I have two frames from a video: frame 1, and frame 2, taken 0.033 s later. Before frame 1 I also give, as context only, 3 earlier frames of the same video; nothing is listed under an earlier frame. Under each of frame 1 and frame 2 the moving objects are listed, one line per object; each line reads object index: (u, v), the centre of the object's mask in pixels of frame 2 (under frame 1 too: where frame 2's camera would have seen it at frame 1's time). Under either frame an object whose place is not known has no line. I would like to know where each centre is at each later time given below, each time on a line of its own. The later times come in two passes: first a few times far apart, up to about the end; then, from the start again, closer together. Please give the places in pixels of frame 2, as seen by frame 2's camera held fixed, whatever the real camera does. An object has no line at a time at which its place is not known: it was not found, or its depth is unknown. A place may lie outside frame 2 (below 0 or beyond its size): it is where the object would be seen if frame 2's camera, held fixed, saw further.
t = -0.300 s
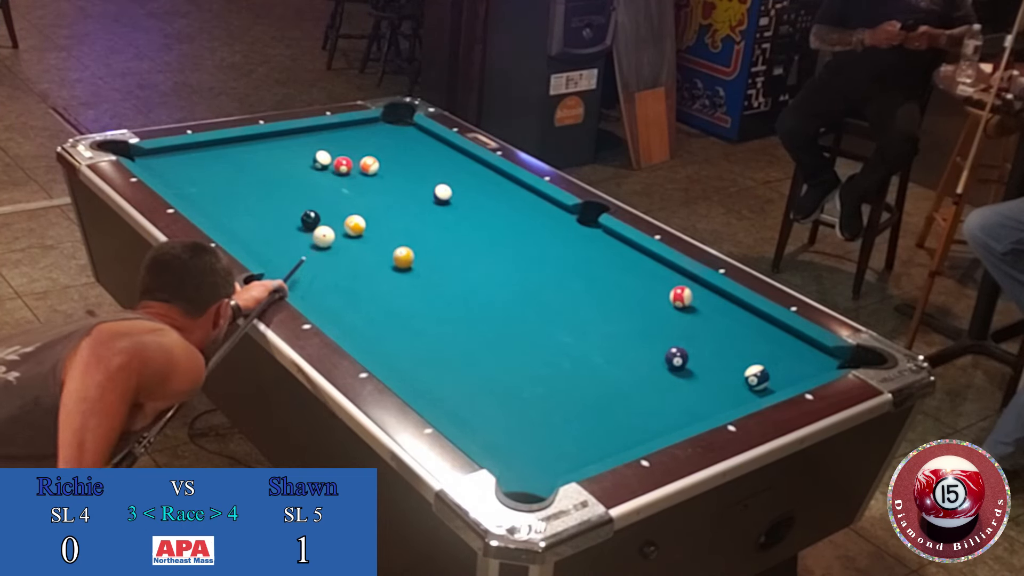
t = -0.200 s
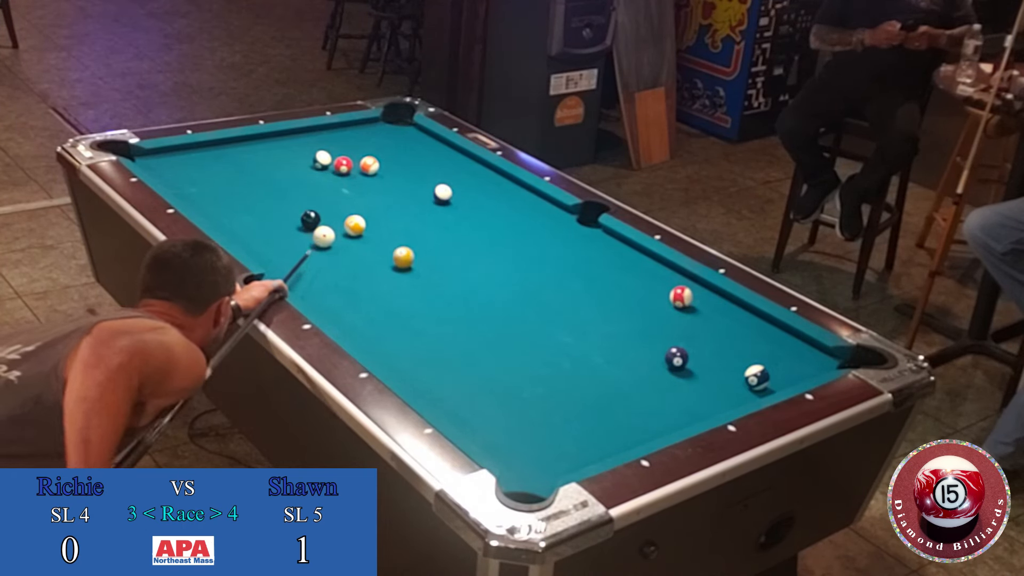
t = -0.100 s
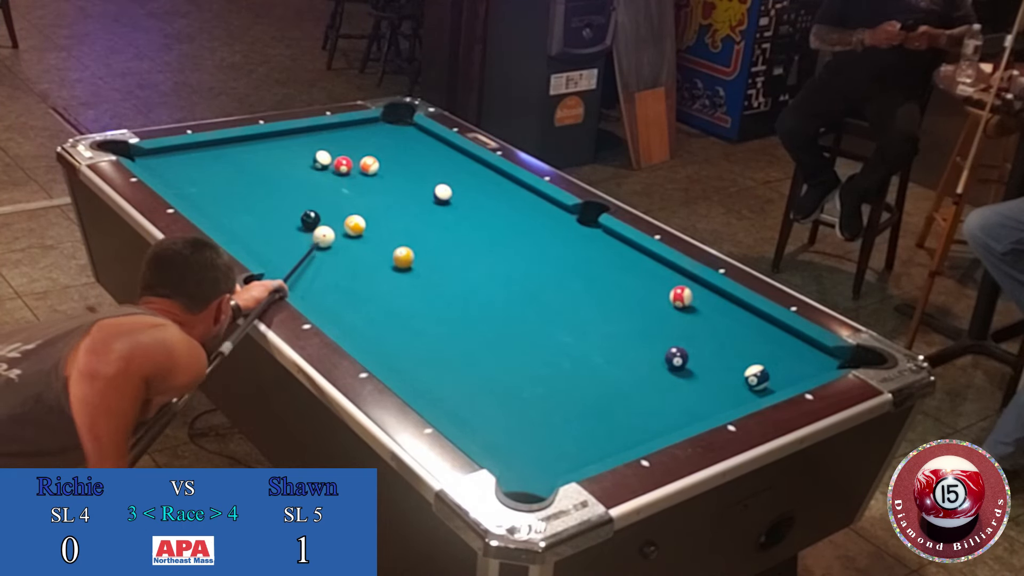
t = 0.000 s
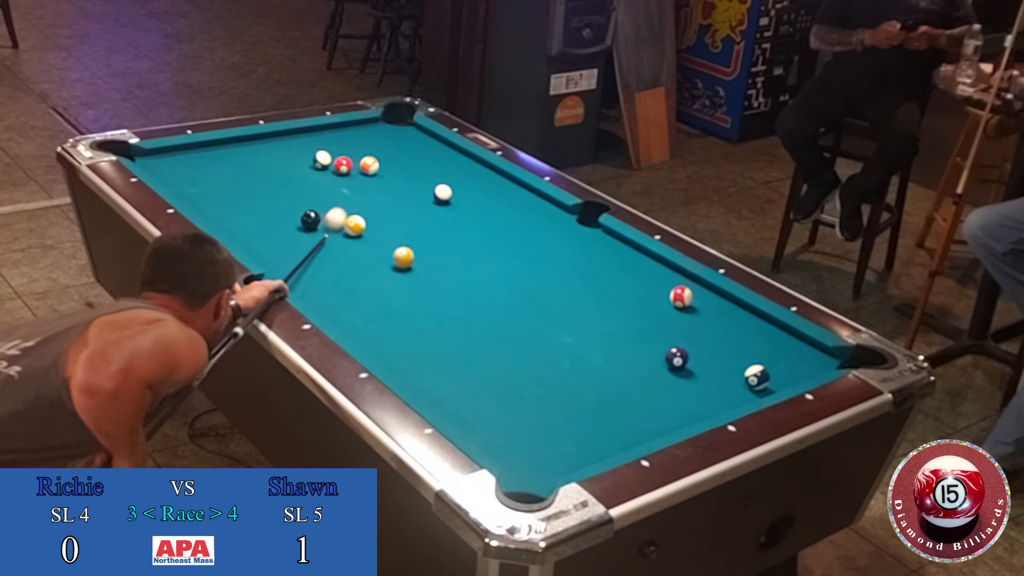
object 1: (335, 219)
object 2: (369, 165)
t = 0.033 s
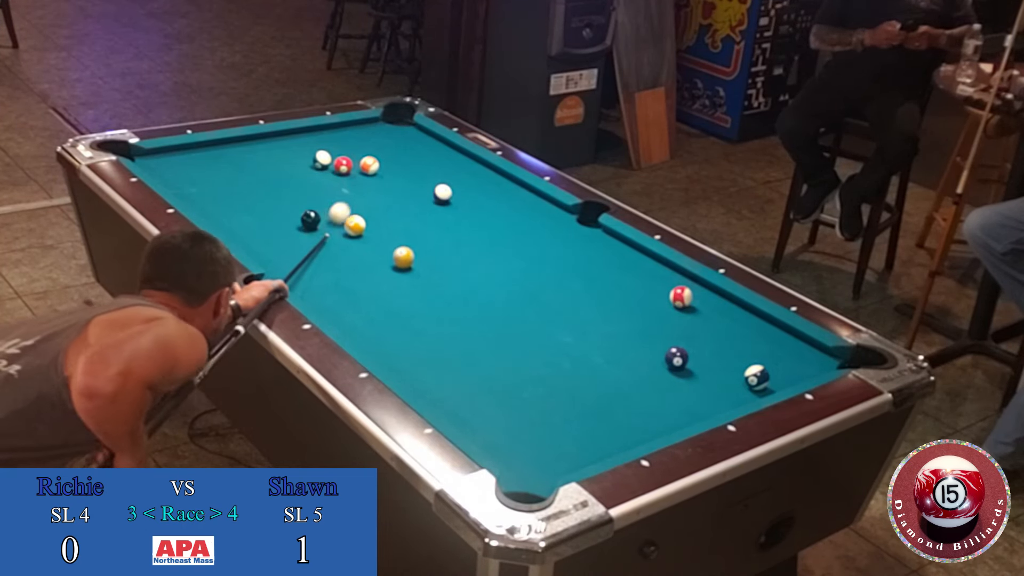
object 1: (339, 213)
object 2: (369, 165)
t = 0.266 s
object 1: (361, 181)
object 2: (370, 164)
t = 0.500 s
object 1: (376, 169)
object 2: (373, 150)
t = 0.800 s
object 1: (391, 161)
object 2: (379, 130)
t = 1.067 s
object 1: (402, 156)
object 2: (392, 119)
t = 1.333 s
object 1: (411, 151)
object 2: (399, 120)
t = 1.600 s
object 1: (419, 147)
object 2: (387, 122)
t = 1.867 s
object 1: (424, 144)
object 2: (377, 123)
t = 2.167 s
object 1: (430, 141)
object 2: (368, 124)
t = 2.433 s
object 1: (433, 139)
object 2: (361, 124)
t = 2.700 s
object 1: (434, 138)
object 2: (356, 125)
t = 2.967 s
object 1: (434, 138)
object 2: (353, 125)
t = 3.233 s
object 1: (434, 138)
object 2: (352, 126)
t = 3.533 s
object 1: (434, 138)
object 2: (353, 126)
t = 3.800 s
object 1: (434, 138)
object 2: (353, 126)
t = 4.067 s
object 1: (434, 138)
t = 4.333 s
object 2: (353, 126)
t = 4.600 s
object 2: (353, 126)
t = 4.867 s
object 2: (353, 126)
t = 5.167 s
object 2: (353, 126)
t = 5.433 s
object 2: (353, 125)
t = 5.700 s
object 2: (353, 125)
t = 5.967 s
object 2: (353, 126)
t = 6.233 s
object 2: (353, 126)
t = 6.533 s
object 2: (353, 125)
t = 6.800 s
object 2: (353, 125)
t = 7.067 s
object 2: (353, 126)
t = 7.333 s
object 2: (353, 125)
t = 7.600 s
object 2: (353, 125)
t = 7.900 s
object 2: (353, 125)
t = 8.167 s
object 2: (353, 125)
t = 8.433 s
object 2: (353, 125)
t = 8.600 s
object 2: (353, 125)
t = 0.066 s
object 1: (343, 208)
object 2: (369, 165)
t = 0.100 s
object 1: (346, 203)
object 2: (369, 165)
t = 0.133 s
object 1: (349, 199)
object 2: (369, 165)
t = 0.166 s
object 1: (352, 194)
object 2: (369, 165)
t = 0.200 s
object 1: (355, 190)
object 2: (369, 165)
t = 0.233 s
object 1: (358, 185)
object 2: (369, 165)
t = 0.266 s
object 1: (361, 181)
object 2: (370, 164)
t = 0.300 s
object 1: (364, 177)
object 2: (370, 163)
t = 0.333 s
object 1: (367, 173)
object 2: (370, 162)
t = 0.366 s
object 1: (369, 172)
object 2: (370, 159)
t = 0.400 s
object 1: (371, 171)
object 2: (371, 156)
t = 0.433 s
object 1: (372, 171)
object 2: (372, 154)
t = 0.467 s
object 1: (374, 170)
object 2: (373, 152)
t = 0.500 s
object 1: (376, 169)
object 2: (373, 150)
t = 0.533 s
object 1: (378, 168)
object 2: (374, 148)
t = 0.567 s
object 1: (379, 167)
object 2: (375, 145)
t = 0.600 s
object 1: (381, 166)
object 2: (376, 143)
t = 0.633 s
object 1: (383, 165)
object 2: (376, 141)
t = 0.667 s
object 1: (384, 165)
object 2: (377, 138)
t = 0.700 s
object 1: (386, 164)
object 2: (378, 136)
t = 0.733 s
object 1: (388, 163)
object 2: (378, 134)
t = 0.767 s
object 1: (389, 162)
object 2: (379, 132)
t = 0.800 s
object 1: (391, 161)
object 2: (379, 130)
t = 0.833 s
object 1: (392, 161)
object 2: (380, 128)
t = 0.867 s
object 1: (394, 160)
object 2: (380, 126)
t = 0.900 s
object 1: (395, 159)
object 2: (381, 123)
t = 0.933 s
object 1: (396, 159)
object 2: (382, 122)
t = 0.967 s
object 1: (398, 158)
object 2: (382, 120)
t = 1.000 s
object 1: (399, 157)
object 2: (384, 119)
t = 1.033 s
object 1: (401, 156)
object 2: (388, 119)
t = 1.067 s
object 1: (402, 156)
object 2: (392, 119)
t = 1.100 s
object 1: (403, 155)
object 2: (395, 119)
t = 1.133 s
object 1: (404, 154)
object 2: (399, 119)
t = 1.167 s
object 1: (406, 154)
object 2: (402, 119)
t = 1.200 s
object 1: (407, 153)
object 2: (405, 120)
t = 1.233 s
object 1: (408, 153)
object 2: (403, 120)
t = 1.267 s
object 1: (409, 152)
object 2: (402, 120)
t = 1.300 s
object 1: (410, 152)
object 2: (400, 120)
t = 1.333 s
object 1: (411, 151)
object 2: (399, 120)
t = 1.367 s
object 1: (412, 151)
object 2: (397, 120)
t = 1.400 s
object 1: (413, 150)
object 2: (395, 120)
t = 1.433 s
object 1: (414, 149)
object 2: (394, 121)
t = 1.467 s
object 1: (415, 149)
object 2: (393, 121)
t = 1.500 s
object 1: (416, 149)
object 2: (391, 121)
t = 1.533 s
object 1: (417, 148)
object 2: (390, 121)
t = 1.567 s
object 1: (418, 148)
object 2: (388, 121)
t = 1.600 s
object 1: (419, 147)
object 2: (387, 122)
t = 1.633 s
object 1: (419, 147)
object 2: (386, 122)
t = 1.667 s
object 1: (420, 146)
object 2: (385, 122)
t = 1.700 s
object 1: (421, 146)
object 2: (383, 122)
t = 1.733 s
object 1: (422, 145)
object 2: (382, 122)
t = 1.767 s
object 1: (422, 145)
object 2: (381, 123)
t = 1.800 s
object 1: (423, 145)
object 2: (379, 123)
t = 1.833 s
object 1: (424, 144)
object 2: (378, 123)
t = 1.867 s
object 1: (424, 144)
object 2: (377, 123)
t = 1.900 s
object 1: (425, 143)
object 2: (376, 123)
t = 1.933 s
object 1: (426, 143)
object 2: (375, 123)
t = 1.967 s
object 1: (426, 143)
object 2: (374, 123)
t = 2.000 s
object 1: (427, 142)
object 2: (373, 123)
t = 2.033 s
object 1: (427, 142)
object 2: (372, 124)
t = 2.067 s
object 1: (428, 142)
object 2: (371, 124)
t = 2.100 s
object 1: (428, 141)
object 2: (369, 124)
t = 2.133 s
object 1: (429, 141)
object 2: (369, 124)
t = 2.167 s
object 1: (430, 141)
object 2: (368, 124)
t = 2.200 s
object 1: (430, 140)
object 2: (367, 124)
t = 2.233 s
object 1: (430, 140)
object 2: (366, 124)
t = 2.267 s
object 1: (431, 140)
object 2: (365, 124)
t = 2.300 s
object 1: (431, 139)
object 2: (364, 124)
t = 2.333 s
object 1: (432, 139)
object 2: (363, 124)
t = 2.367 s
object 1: (432, 139)
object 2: (362, 124)
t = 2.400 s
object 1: (433, 139)
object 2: (362, 124)
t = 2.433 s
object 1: (433, 139)
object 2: (361, 124)
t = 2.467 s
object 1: (433, 138)
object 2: (360, 124)
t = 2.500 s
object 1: (434, 138)
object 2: (359, 124)
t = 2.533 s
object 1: (434, 138)
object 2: (359, 124)
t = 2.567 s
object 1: (434, 138)
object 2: (358, 124)
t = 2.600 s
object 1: (434, 138)
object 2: (358, 124)
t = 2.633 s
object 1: (434, 138)
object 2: (357, 124)
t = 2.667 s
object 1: (434, 138)
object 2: (356, 125)
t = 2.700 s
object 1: (434, 138)
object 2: (356, 125)
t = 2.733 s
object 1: (434, 138)
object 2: (356, 125)
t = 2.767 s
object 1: (434, 138)
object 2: (355, 125)
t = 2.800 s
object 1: (433, 138)
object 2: (355, 125)
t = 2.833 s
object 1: (433, 138)
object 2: (354, 125)
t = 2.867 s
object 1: (433, 138)
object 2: (354, 125)
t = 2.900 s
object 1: (433, 138)
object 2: (354, 125)
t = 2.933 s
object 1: (434, 138)
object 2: (353, 125)
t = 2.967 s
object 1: (434, 138)
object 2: (353, 125)
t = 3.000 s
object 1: (433, 138)
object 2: (353, 125)
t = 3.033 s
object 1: (434, 138)
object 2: (353, 125)
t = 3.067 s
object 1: (434, 138)
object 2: (352, 125)
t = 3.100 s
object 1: (434, 138)
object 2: (352, 126)
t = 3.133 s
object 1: (434, 138)
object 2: (352, 126)
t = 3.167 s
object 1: (434, 138)
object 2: (352, 126)
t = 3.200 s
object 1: (434, 138)
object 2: (352, 126)
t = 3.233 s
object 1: (434, 138)
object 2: (352, 126)
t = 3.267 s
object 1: (434, 138)
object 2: (352, 126)
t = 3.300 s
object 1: (434, 138)
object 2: (352, 126)
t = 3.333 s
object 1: (434, 138)
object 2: (352, 126)
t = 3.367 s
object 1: (434, 138)
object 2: (353, 126)
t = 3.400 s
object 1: (434, 138)
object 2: (353, 126)
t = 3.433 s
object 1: (434, 138)
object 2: (353, 125)
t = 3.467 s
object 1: (434, 138)
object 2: (353, 126)
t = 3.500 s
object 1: (434, 138)
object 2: (353, 126)
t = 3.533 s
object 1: (434, 138)
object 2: (353, 126)
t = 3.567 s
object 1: (434, 138)
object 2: (353, 126)
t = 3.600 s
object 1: (434, 138)
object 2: (353, 126)
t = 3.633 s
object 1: (434, 138)
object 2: (353, 126)
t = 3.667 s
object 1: (434, 138)
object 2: (353, 125)
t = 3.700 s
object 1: (434, 138)
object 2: (353, 126)
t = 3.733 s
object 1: (434, 138)
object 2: (353, 126)
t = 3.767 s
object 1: (434, 138)
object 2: (353, 126)
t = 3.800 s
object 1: (434, 138)
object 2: (353, 126)
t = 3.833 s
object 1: (434, 138)
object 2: (353, 126)
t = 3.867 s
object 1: (434, 138)
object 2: (353, 126)
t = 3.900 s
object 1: (434, 138)
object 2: (353, 126)
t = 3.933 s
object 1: (434, 138)
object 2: (353, 125)
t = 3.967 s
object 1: (434, 138)
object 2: (353, 125)
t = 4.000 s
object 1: (434, 138)
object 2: (353, 125)
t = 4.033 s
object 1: (434, 138)
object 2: (354, 125)
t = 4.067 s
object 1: (434, 138)
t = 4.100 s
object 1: (434, 138)
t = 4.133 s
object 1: (434, 138)
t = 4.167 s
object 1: (435, 137)
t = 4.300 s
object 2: (352, 126)
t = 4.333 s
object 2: (353, 126)
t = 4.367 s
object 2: (353, 126)
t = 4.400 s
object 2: (353, 126)
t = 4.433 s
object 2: (353, 126)
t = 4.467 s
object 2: (353, 126)
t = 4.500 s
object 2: (353, 126)
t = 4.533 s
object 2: (353, 126)
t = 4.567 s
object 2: (353, 126)
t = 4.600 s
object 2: (353, 126)
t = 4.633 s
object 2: (353, 126)
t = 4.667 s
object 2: (353, 126)
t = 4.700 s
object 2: (353, 126)
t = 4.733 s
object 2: (353, 126)
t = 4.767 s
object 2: (353, 126)
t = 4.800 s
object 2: (353, 126)
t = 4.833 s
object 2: (353, 126)
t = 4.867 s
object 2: (353, 126)
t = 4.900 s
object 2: (353, 126)
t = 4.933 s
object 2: (353, 126)
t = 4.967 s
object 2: (353, 126)
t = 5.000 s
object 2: (353, 126)
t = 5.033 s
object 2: (353, 126)
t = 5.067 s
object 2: (353, 126)
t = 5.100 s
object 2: (353, 126)
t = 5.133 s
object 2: (353, 126)
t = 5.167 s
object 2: (353, 126)
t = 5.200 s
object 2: (353, 126)
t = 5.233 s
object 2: (353, 126)
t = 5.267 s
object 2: (353, 126)
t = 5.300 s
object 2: (353, 125)
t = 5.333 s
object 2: (353, 125)
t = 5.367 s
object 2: (353, 125)
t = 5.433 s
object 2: (353, 125)
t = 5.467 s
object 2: (353, 125)
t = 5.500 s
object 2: (353, 125)
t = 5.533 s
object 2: (353, 125)
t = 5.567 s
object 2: (353, 125)
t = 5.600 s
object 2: (353, 125)
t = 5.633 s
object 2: (353, 125)
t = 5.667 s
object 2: (353, 125)
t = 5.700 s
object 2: (353, 125)
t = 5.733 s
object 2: (353, 126)
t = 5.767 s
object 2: (353, 125)
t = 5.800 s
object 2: (353, 125)
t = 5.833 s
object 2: (353, 125)
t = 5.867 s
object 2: (353, 126)
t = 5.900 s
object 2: (353, 125)
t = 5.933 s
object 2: (353, 126)
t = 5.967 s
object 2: (353, 126)
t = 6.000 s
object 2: (353, 126)
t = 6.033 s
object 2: (353, 125)
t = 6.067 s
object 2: (353, 125)
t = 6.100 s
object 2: (353, 125)
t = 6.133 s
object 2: (353, 126)
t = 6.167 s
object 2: (353, 126)
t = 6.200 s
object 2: (353, 125)
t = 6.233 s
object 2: (353, 126)
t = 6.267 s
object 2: (353, 125)
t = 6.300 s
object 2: (353, 125)
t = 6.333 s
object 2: (353, 125)
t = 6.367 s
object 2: (353, 126)
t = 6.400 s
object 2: (353, 126)
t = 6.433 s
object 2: (353, 125)
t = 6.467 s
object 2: (353, 125)
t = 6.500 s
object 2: (353, 126)
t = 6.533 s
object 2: (353, 125)
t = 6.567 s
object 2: (353, 125)
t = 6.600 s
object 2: (353, 125)
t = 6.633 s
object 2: (353, 125)
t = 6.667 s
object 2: (353, 125)
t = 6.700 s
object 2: (353, 125)
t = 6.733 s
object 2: (353, 125)
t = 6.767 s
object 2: (353, 125)
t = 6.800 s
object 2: (353, 125)
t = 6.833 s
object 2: (353, 125)
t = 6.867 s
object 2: (353, 125)
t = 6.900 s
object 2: (353, 125)
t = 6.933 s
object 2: (353, 125)
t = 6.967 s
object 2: (353, 125)
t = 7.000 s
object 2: (353, 125)
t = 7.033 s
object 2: (353, 125)
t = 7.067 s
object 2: (353, 126)
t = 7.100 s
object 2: (353, 125)
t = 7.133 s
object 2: (353, 125)
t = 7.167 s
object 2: (353, 125)
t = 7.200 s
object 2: (353, 125)
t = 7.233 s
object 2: (353, 125)
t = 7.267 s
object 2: (353, 125)
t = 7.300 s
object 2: (353, 125)
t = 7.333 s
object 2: (353, 125)
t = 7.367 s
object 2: (353, 125)
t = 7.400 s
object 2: (353, 125)
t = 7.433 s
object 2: (353, 125)
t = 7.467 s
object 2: (353, 125)
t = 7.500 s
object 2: (353, 125)
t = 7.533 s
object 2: (353, 126)
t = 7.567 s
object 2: (353, 125)
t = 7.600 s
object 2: (353, 125)
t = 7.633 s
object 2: (353, 126)
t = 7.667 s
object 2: (353, 125)
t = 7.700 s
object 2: (353, 125)
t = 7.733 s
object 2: (353, 125)
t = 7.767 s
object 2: (353, 125)
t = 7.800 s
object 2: (353, 125)
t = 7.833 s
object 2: (353, 125)
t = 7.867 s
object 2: (353, 125)
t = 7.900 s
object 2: (353, 125)
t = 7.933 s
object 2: (353, 125)
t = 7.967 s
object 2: (353, 126)
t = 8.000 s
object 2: (353, 125)
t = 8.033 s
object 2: (353, 125)
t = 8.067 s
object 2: (353, 125)
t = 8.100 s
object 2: (353, 125)
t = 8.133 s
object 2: (353, 125)
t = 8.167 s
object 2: (353, 125)
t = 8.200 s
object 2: (353, 125)
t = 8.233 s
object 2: (353, 125)
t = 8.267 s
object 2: (353, 125)
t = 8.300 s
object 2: (353, 125)
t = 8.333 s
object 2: (353, 125)
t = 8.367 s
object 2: (353, 125)
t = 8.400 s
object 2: (353, 125)
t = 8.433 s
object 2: (353, 125)
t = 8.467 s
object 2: (353, 126)
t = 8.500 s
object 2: (353, 125)
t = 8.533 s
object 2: (353, 125)
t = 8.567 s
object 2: (353, 125)
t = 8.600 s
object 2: (353, 125)
